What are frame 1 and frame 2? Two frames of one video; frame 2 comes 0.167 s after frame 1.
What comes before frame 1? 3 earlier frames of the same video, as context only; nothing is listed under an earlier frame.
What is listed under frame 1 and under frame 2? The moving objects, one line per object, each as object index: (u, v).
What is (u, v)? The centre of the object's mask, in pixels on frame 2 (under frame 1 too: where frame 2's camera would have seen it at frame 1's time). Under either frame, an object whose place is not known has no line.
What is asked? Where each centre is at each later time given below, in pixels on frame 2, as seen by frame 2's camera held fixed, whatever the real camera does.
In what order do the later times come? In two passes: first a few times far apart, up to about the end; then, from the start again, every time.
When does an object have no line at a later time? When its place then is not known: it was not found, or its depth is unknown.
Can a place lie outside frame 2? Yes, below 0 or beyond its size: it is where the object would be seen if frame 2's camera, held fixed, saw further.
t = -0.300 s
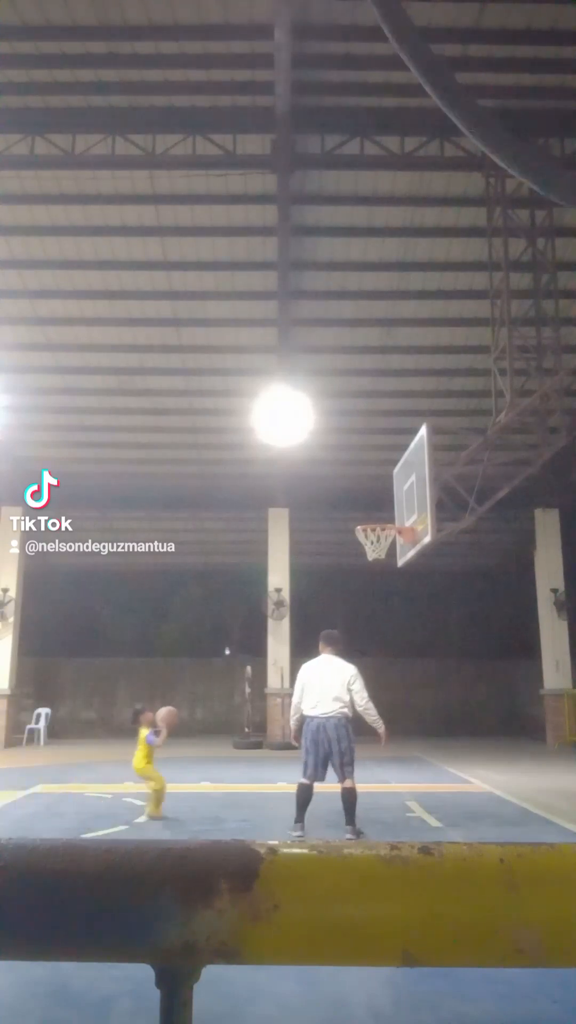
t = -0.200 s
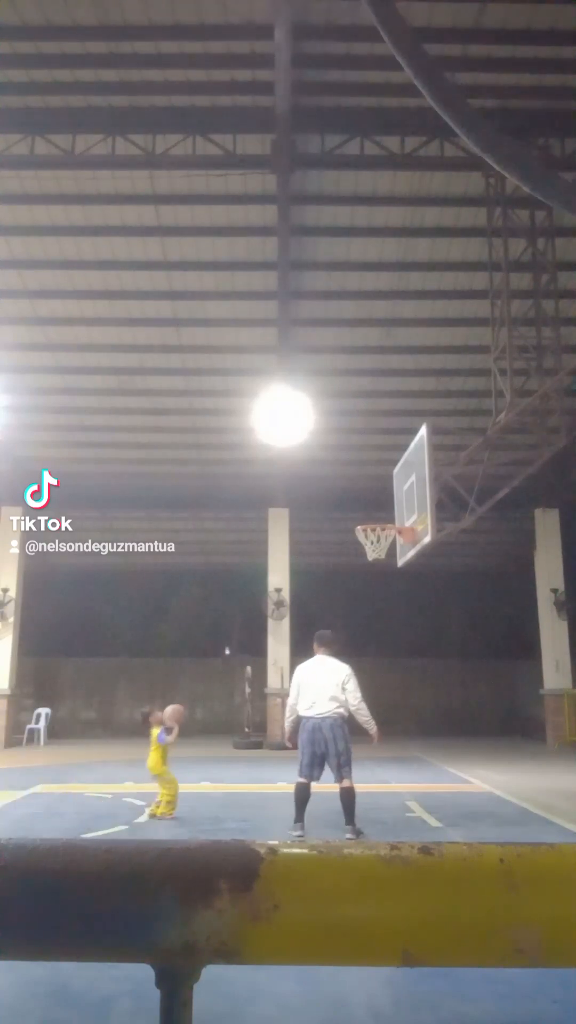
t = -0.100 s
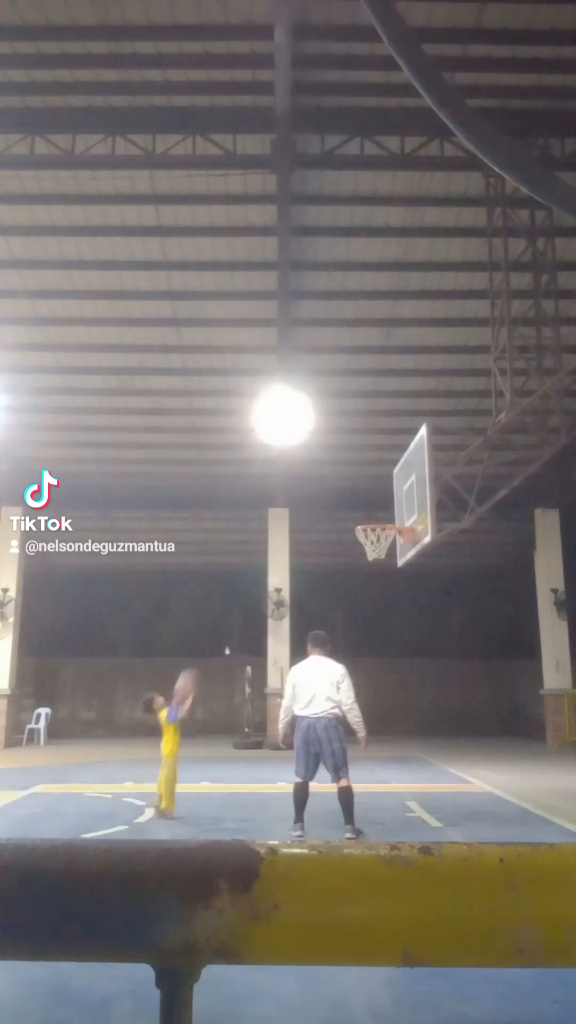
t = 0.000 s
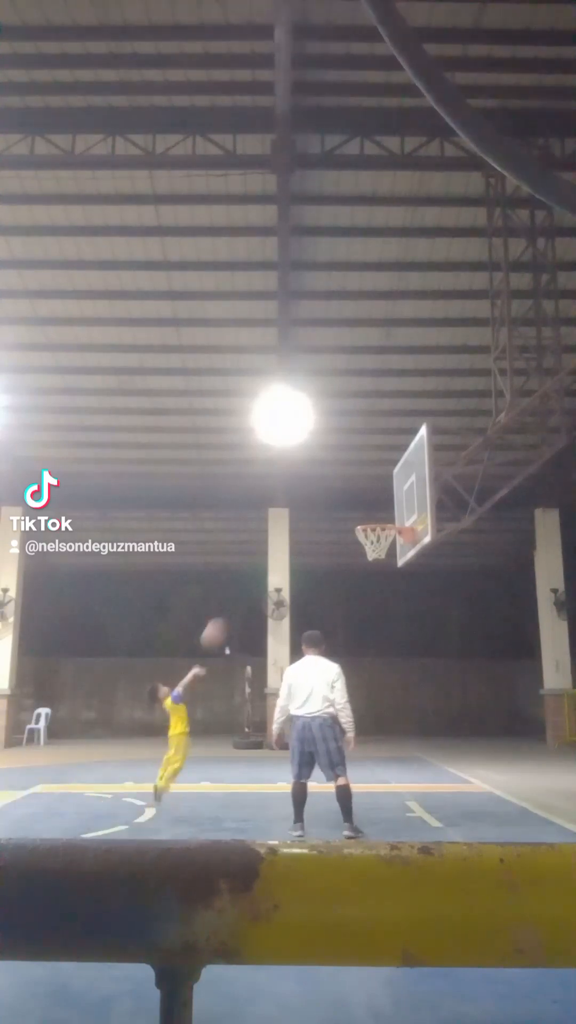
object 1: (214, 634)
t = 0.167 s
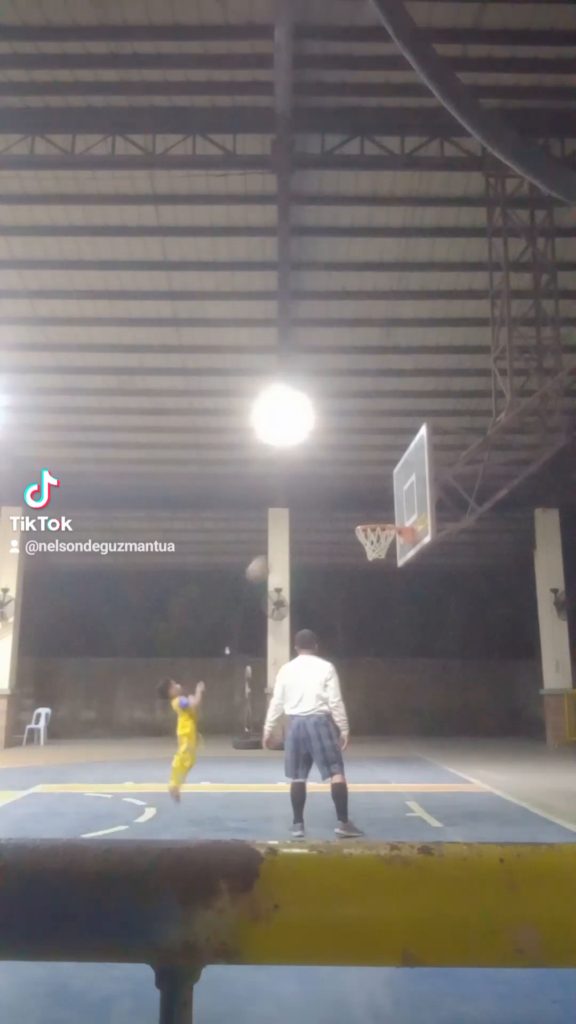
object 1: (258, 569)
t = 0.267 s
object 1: (286, 545)
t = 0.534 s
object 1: (351, 517)
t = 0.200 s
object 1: (267, 560)
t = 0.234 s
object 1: (276, 553)
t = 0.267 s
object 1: (286, 545)
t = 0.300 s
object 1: (293, 536)
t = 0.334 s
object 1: (302, 531)
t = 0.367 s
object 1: (309, 527)
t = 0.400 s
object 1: (319, 523)
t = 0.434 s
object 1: (328, 520)
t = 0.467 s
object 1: (335, 519)
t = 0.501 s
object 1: (343, 518)
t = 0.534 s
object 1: (351, 517)
